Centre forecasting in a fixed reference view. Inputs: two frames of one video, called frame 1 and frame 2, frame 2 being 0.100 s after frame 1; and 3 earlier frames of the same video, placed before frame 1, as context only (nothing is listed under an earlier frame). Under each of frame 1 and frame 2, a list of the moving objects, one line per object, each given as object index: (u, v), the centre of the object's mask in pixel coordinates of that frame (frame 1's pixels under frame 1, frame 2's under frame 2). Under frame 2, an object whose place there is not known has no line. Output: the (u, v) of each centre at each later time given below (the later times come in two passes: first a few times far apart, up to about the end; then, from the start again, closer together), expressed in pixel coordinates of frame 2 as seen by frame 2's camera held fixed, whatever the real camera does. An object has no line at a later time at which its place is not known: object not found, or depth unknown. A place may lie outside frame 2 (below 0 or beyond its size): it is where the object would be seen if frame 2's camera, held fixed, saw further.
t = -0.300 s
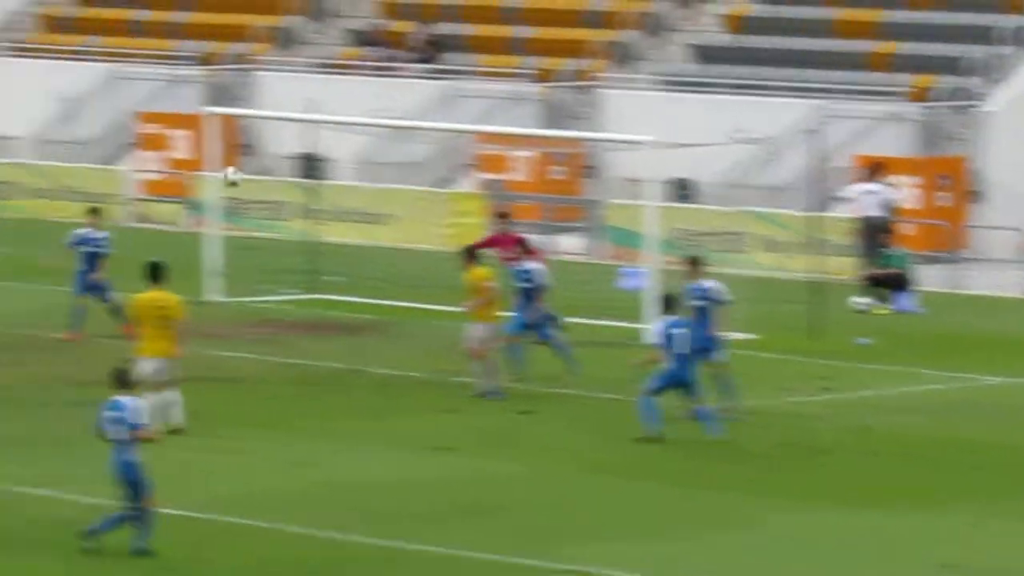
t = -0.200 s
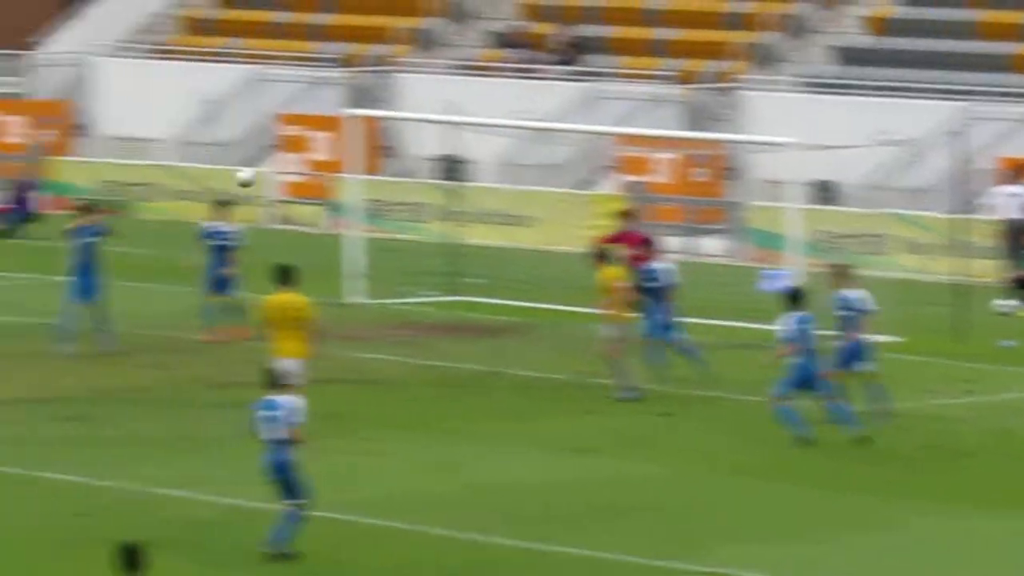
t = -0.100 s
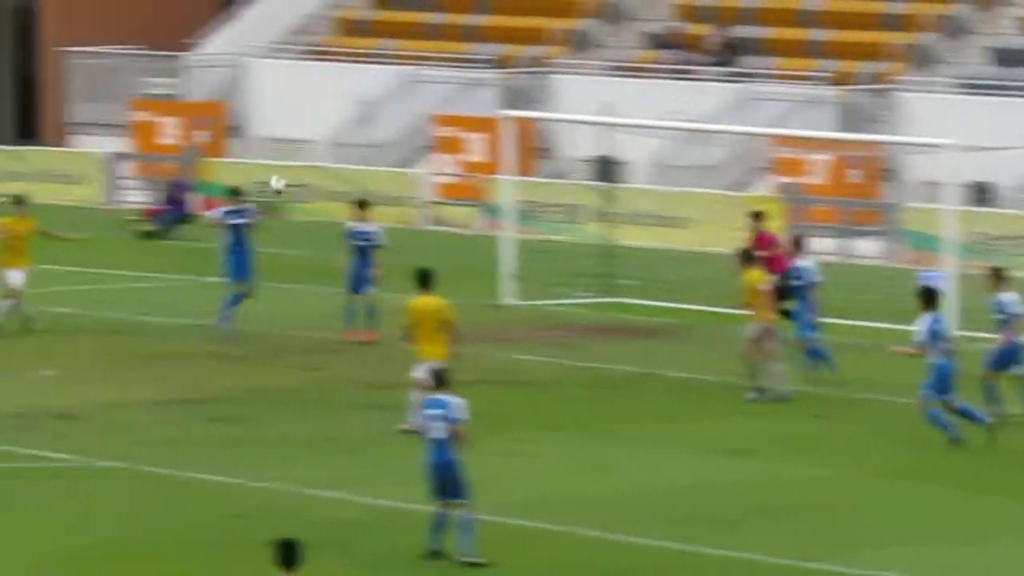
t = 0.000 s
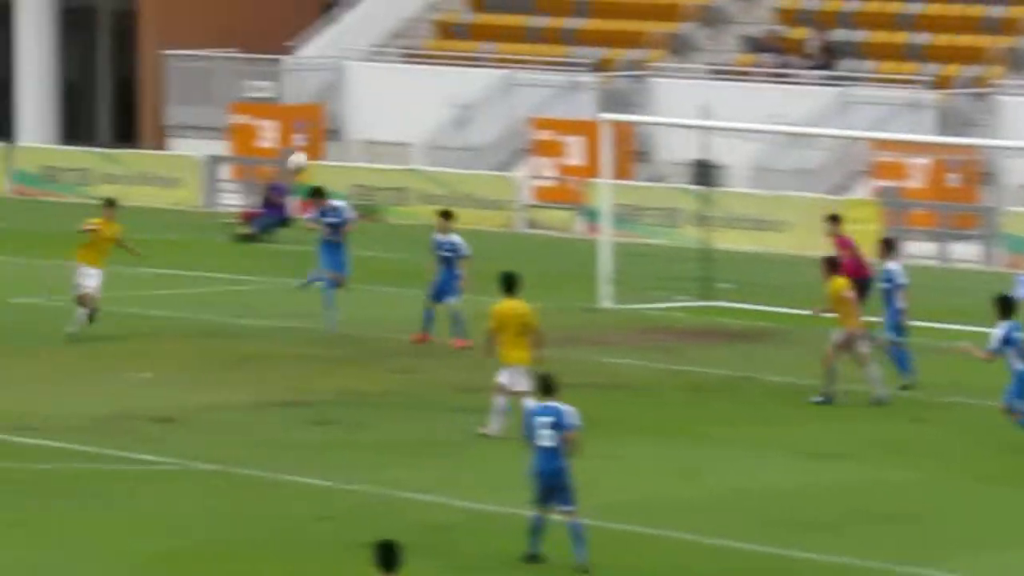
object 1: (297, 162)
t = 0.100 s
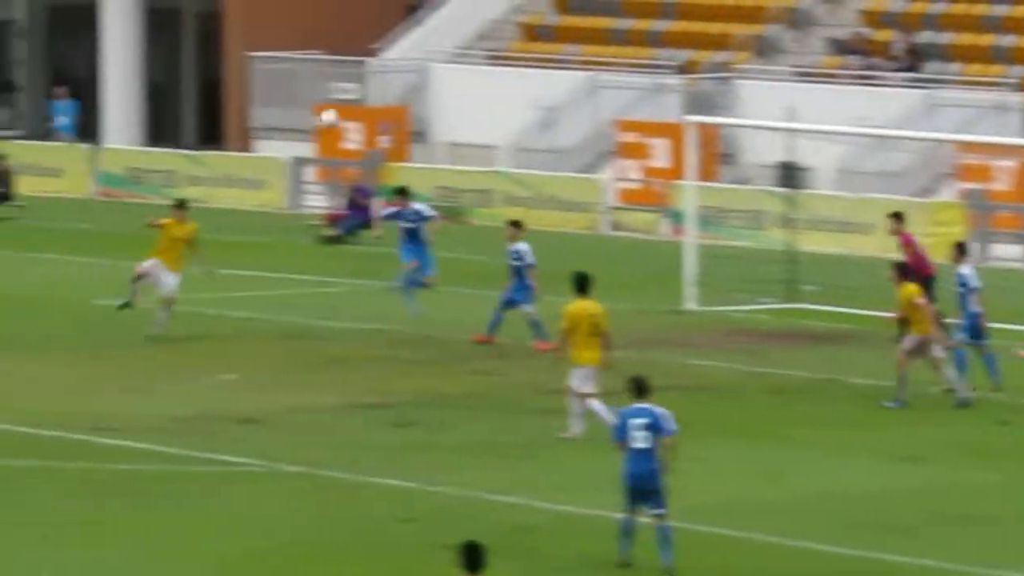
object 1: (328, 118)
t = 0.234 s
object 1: (249, 72)
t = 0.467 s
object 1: (101, 26)
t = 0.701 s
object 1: (-61, 26)
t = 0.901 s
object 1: (-217, 68)
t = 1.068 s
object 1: (-359, 136)
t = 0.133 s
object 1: (310, 106)
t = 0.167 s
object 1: (290, 94)
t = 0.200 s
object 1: (270, 83)
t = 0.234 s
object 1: (249, 72)
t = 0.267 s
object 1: (229, 63)
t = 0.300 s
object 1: (209, 55)
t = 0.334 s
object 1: (188, 47)
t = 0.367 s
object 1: (167, 41)
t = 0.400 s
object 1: (147, 34)
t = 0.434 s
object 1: (125, 30)
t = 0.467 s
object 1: (101, 26)
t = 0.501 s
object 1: (80, 23)
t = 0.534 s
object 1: (57, 21)
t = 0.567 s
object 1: (34, 20)
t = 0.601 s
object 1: (11, 19)
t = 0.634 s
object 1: (-13, 20)
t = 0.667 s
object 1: (-37, 23)
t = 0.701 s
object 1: (-61, 26)
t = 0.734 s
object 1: (-86, 30)
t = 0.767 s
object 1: (-113, 35)
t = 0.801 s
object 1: (-138, 42)
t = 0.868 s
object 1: (-190, 58)
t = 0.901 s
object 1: (-217, 68)
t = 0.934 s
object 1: (-245, 79)
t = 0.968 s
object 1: (-272, 92)
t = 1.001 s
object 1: (-300, 105)
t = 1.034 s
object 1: (-329, 120)
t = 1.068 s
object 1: (-359, 136)
